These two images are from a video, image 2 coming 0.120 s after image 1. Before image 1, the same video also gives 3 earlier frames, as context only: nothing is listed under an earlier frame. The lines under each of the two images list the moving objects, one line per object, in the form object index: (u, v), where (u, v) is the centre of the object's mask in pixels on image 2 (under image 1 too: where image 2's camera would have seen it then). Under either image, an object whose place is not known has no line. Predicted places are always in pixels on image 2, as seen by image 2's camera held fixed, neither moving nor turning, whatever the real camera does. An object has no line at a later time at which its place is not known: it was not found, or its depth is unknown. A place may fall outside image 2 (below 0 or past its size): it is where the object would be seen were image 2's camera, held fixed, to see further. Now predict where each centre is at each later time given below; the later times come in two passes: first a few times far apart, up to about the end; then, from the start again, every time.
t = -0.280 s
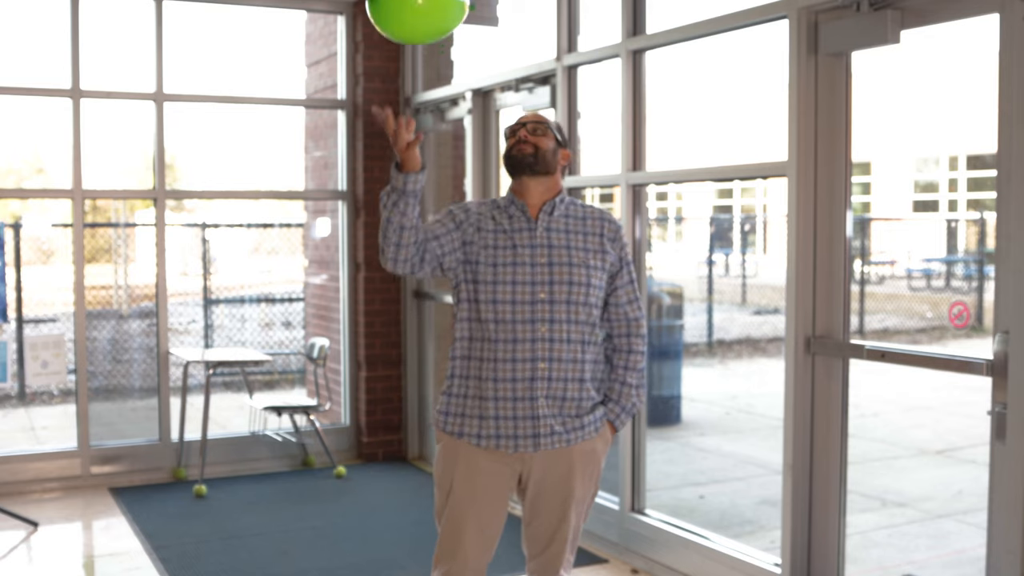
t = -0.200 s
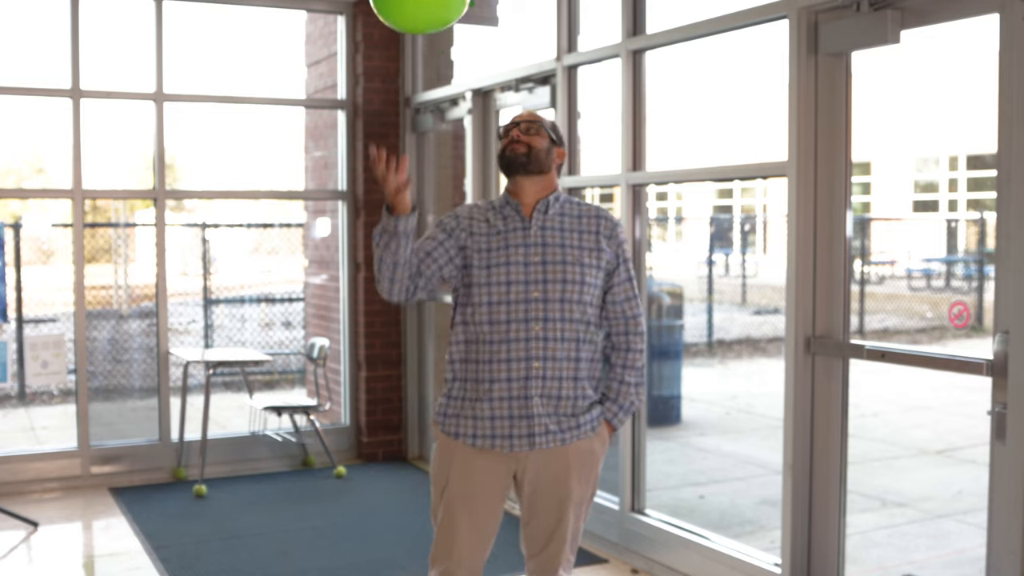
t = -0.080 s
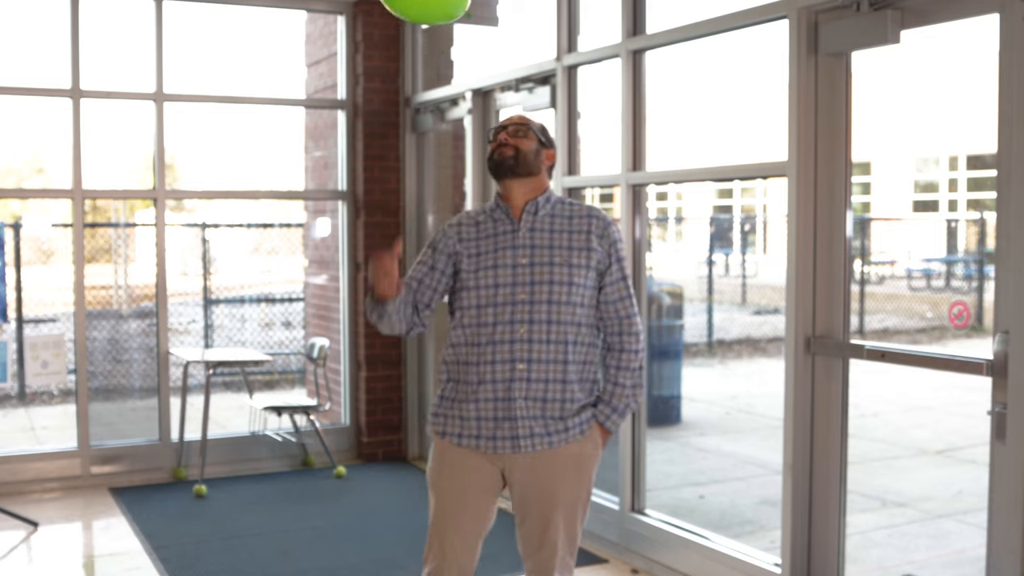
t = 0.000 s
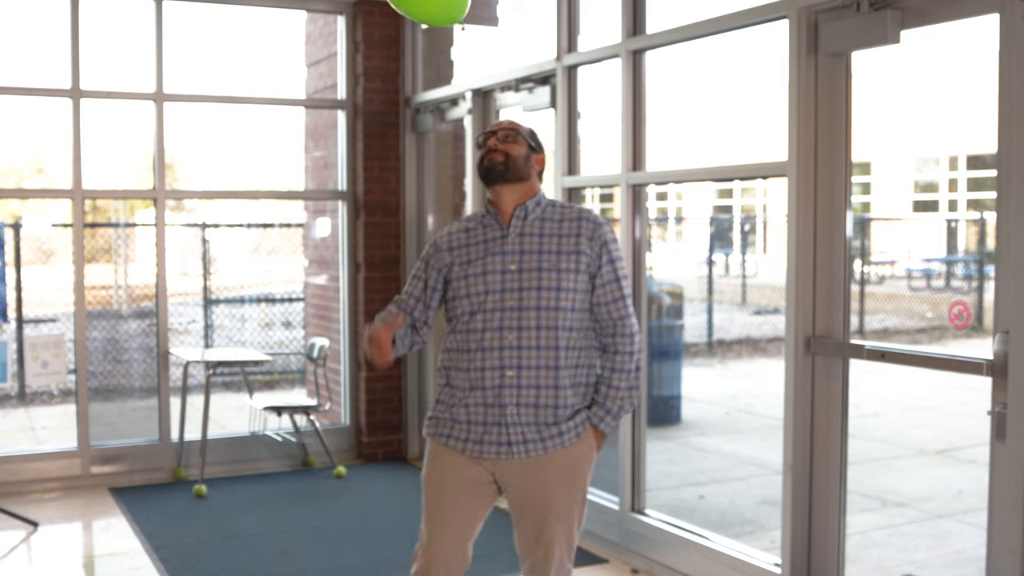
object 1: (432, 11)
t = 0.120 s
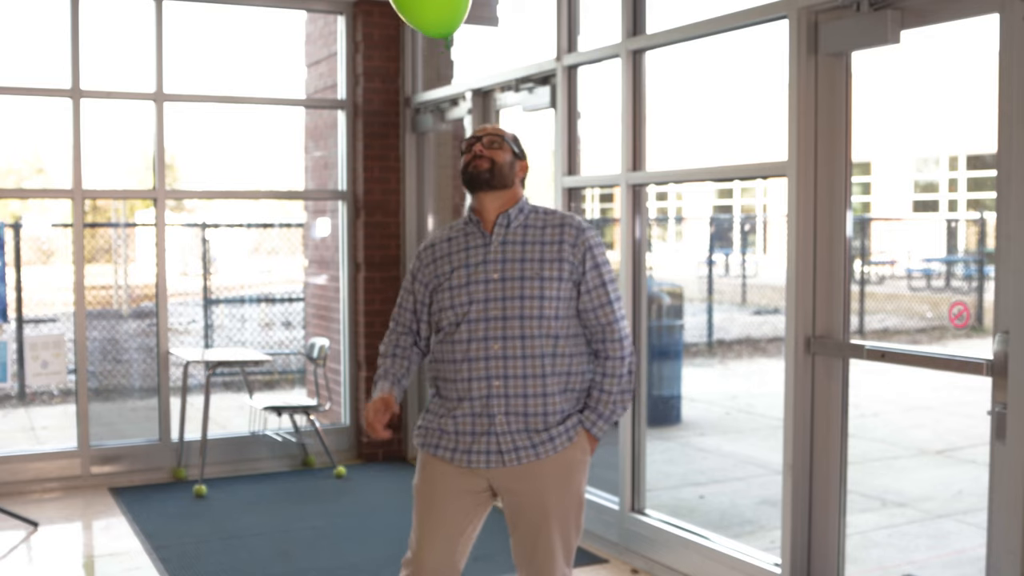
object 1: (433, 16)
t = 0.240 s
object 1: (432, 22)
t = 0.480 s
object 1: (436, 66)
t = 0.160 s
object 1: (432, 18)
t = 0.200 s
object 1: (432, 19)
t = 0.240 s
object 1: (432, 22)
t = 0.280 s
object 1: (433, 24)
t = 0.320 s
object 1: (434, 28)
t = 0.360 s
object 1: (435, 33)
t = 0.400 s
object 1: (436, 40)
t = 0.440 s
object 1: (436, 52)
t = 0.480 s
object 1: (436, 66)
